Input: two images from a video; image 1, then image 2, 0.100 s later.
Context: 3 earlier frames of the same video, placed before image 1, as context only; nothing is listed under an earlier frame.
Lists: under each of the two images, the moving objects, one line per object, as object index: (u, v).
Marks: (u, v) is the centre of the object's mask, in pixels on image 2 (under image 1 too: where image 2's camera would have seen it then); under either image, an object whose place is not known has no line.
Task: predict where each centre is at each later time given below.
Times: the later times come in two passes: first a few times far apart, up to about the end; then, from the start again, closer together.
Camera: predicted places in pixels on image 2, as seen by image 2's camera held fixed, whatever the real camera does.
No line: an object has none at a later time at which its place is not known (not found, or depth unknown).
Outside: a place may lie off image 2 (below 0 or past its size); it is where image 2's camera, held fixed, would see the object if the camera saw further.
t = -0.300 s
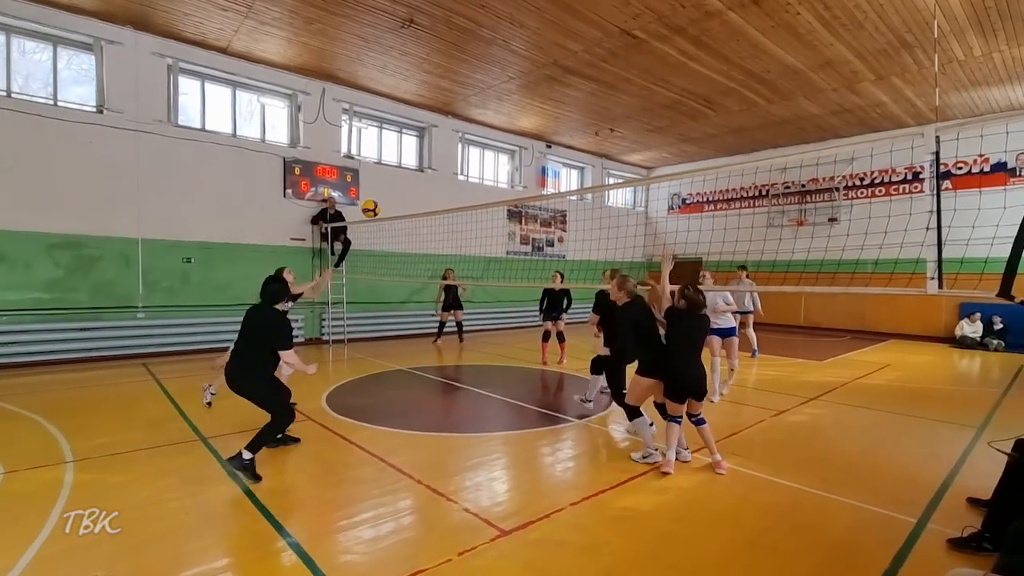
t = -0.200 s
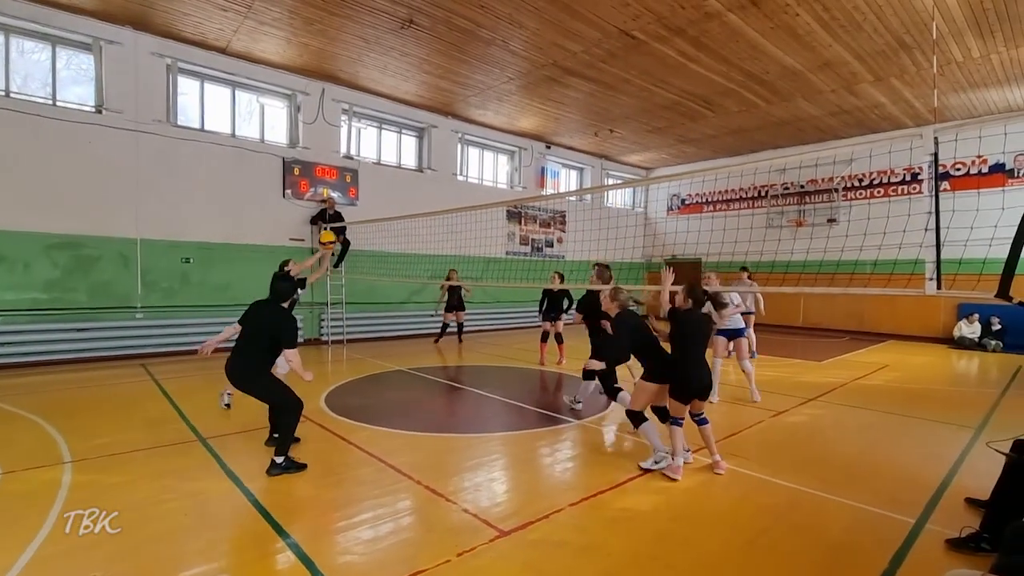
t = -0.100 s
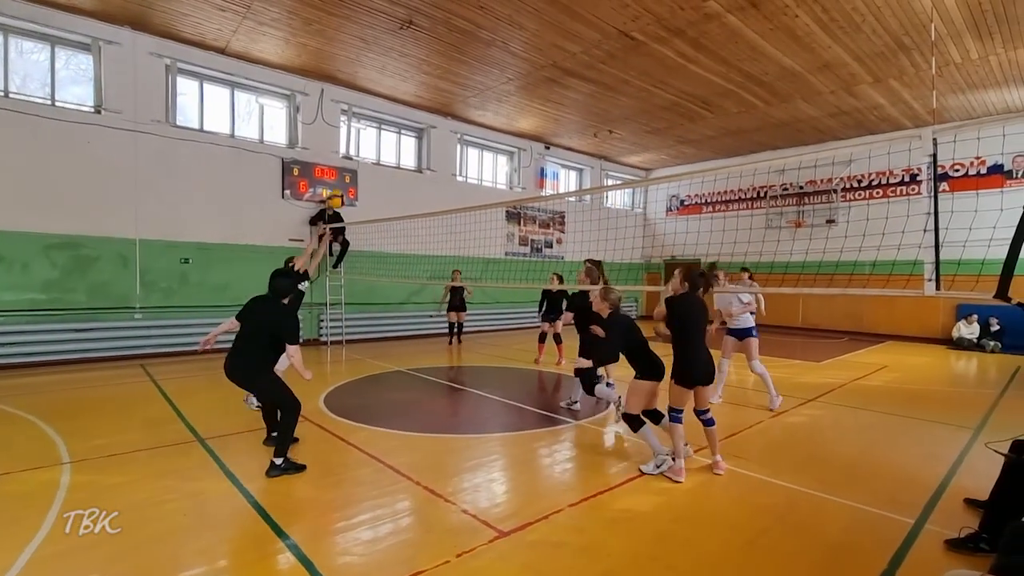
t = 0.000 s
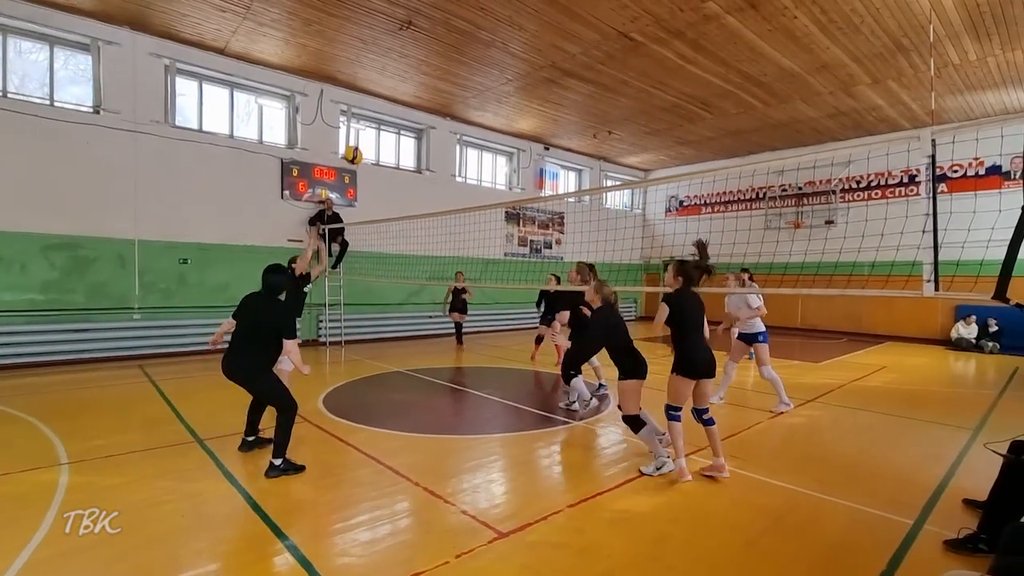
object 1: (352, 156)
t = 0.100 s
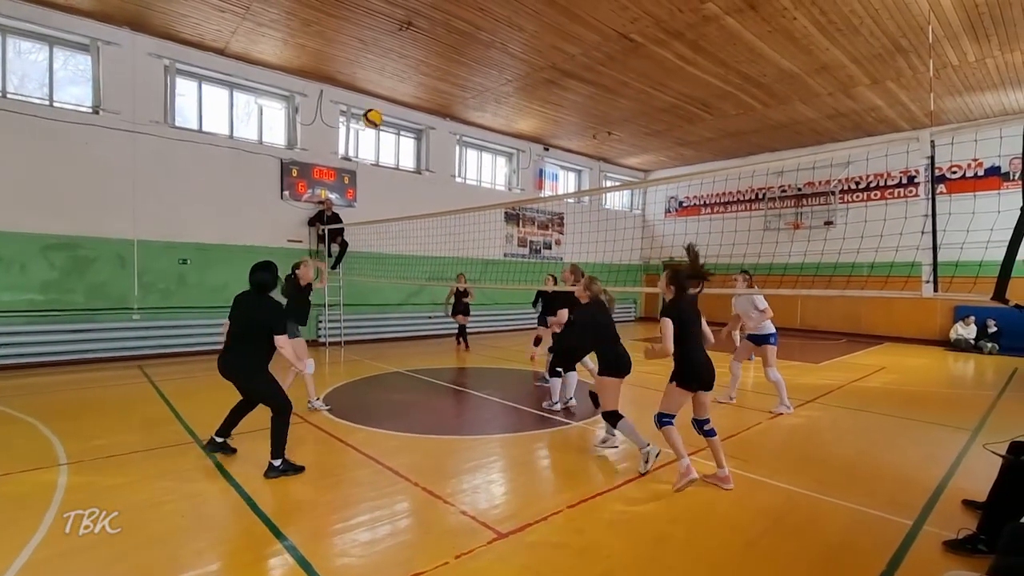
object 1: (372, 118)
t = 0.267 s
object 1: (404, 76)
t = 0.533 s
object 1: (460, 59)
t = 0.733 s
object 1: (504, 95)
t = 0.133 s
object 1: (378, 107)
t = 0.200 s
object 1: (391, 89)
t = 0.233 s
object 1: (397, 82)
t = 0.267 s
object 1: (404, 76)
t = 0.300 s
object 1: (411, 70)
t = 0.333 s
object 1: (418, 64)
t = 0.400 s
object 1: (431, 58)
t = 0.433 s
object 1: (438, 57)
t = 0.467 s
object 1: (445, 57)
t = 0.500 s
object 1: (453, 57)
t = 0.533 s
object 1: (460, 59)
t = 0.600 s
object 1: (474, 65)
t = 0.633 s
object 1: (482, 72)
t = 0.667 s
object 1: (489, 77)
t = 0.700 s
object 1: (497, 85)
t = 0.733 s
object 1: (504, 95)
